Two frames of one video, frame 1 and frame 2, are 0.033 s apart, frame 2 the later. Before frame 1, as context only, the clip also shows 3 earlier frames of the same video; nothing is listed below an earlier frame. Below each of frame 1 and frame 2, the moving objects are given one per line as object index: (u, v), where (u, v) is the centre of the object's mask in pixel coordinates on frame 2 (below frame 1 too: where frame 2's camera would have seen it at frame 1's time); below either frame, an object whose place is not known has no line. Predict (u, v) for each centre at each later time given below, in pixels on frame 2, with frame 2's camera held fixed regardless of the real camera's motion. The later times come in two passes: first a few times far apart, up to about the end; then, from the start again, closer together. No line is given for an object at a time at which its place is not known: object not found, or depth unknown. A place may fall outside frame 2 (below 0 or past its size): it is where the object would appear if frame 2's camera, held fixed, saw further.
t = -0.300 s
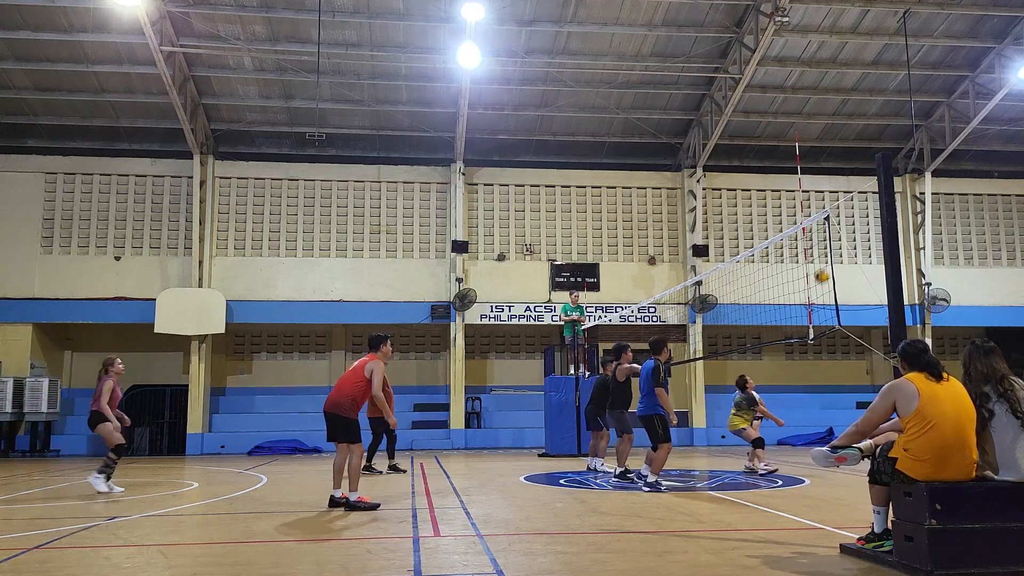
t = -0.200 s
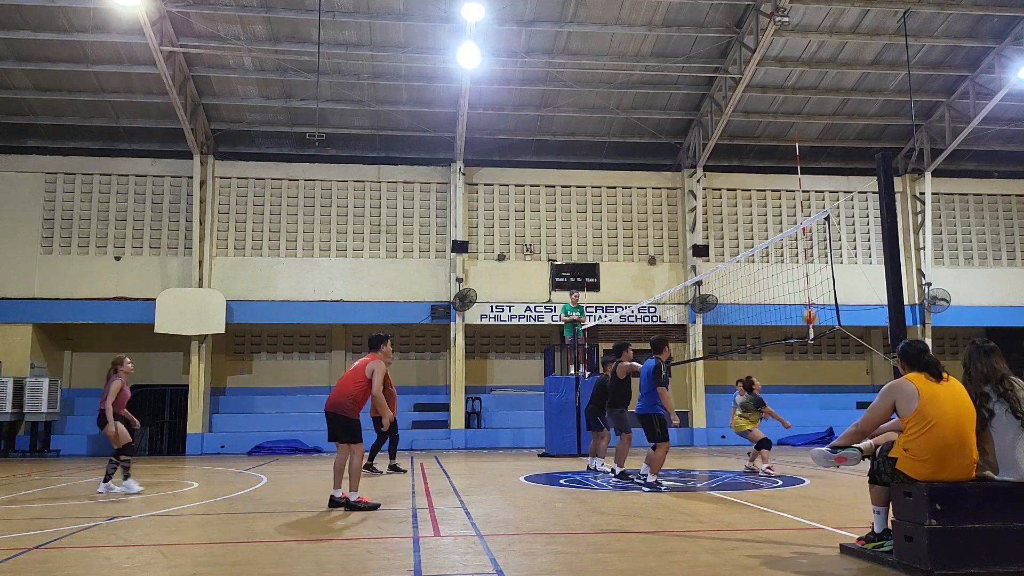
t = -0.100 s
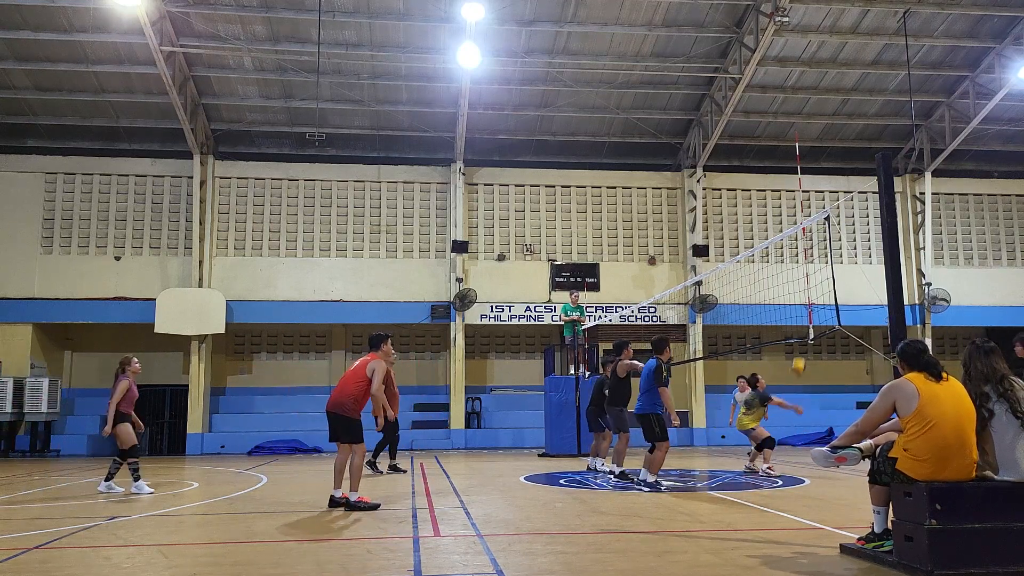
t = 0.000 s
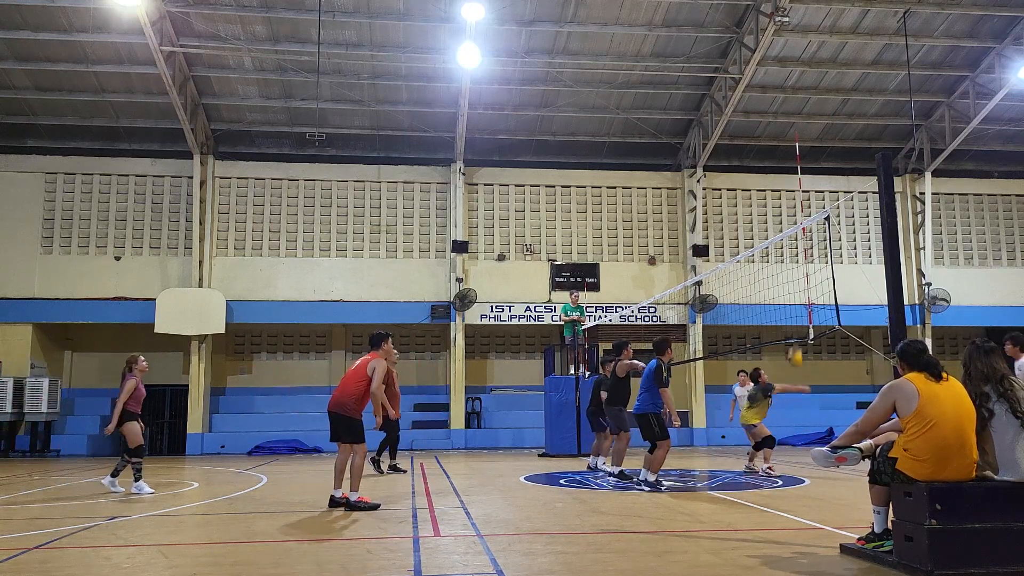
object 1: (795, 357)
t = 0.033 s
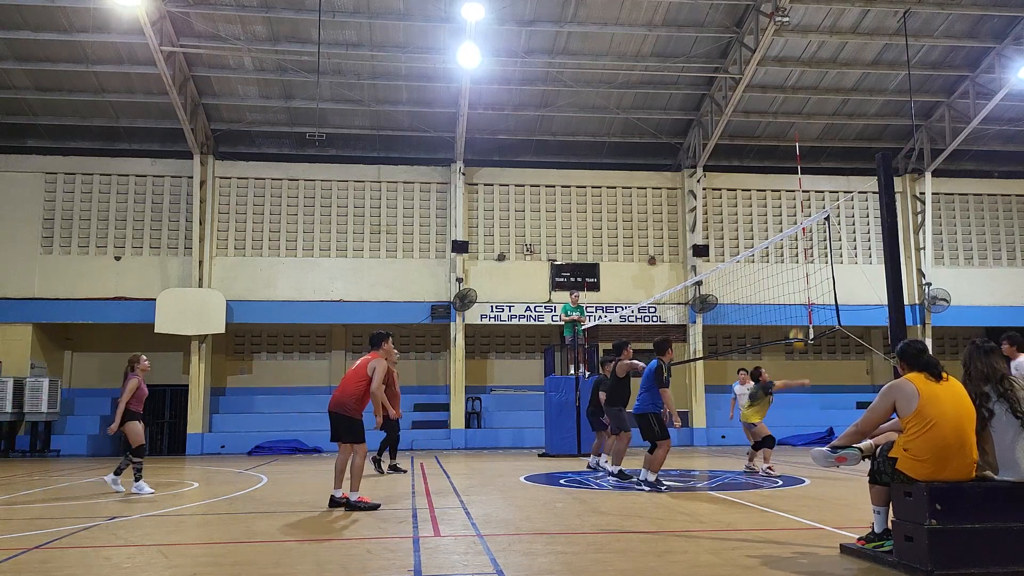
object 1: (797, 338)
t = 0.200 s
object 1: (805, 257)
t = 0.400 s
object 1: (814, 183)
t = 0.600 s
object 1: (824, 136)
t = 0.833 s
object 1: (841, 120)
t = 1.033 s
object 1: (859, 144)
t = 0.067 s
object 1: (798, 322)
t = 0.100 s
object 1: (800, 304)
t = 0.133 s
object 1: (801, 288)
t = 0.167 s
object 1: (803, 272)
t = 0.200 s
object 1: (805, 257)
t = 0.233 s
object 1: (807, 243)
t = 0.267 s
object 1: (808, 231)
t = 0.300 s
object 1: (808, 214)
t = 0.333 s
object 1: (810, 205)
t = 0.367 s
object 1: (811, 194)
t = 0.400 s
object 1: (814, 183)
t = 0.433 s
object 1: (815, 173)
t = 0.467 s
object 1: (817, 165)
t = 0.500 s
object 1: (818, 156)
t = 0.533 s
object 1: (820, 150)
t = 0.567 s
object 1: (822, 143)
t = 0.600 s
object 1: (824, 136)
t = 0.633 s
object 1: (827, 132)
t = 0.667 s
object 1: (829, 128)
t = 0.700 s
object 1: (831, 124)
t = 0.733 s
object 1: (833, 122)
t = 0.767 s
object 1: (836, 120)
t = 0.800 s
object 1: (838, 120)
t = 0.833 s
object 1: (841, 120)
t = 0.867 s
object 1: (843, 121)
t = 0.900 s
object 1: (847, 123)
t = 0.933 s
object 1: (849, 127)
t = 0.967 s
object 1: (852, 131)
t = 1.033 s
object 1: (859, 144)
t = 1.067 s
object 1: (862, 151)
